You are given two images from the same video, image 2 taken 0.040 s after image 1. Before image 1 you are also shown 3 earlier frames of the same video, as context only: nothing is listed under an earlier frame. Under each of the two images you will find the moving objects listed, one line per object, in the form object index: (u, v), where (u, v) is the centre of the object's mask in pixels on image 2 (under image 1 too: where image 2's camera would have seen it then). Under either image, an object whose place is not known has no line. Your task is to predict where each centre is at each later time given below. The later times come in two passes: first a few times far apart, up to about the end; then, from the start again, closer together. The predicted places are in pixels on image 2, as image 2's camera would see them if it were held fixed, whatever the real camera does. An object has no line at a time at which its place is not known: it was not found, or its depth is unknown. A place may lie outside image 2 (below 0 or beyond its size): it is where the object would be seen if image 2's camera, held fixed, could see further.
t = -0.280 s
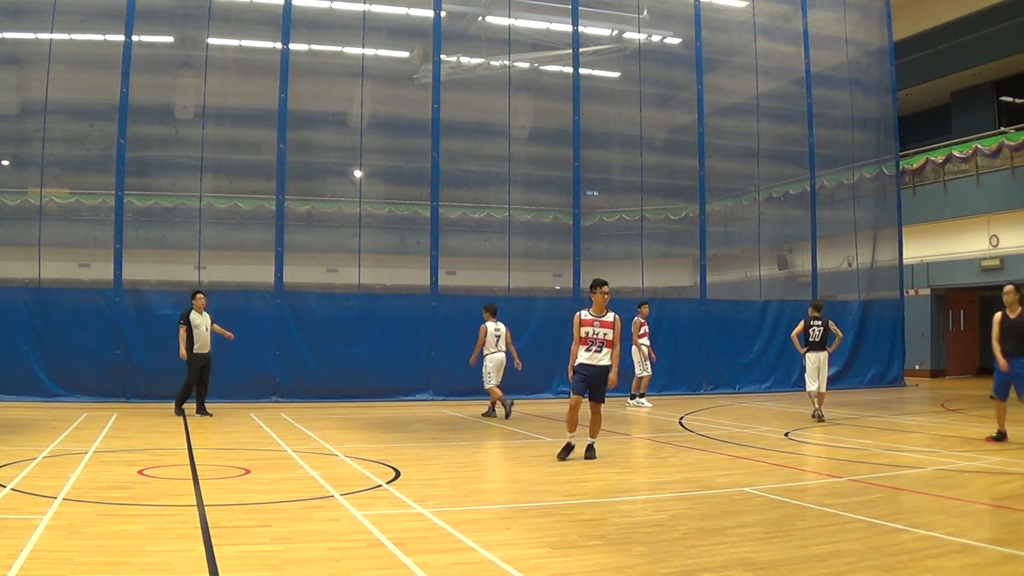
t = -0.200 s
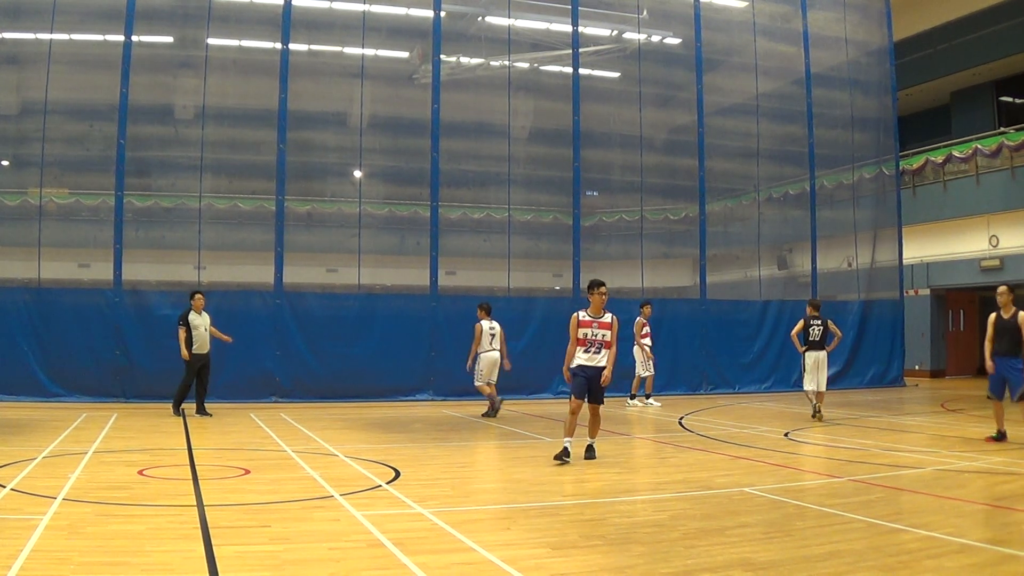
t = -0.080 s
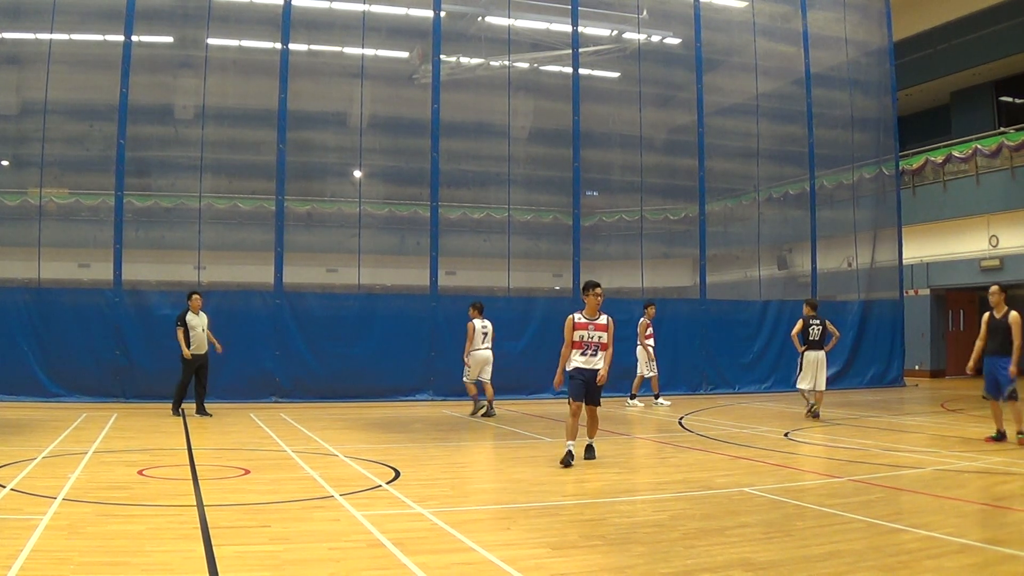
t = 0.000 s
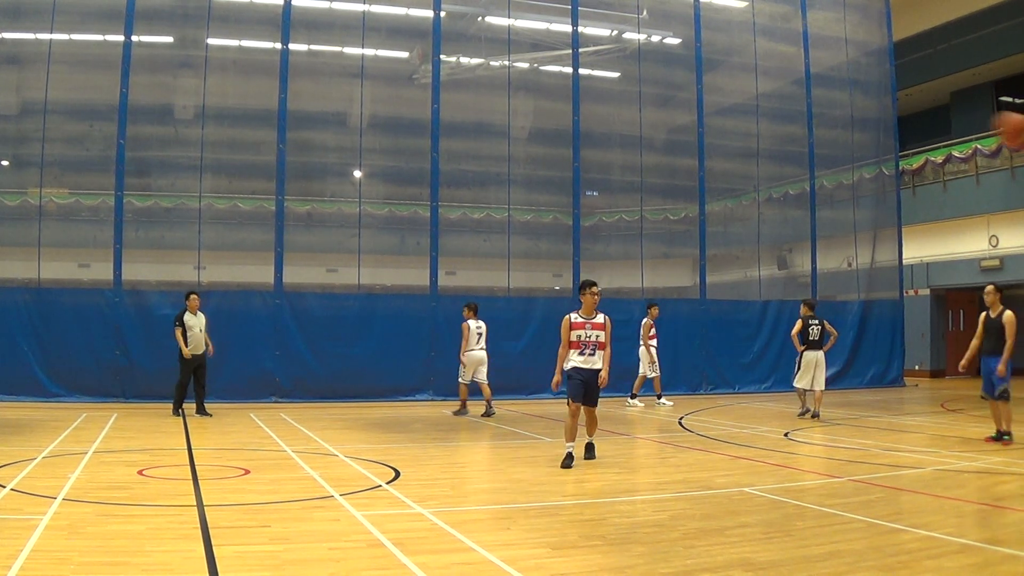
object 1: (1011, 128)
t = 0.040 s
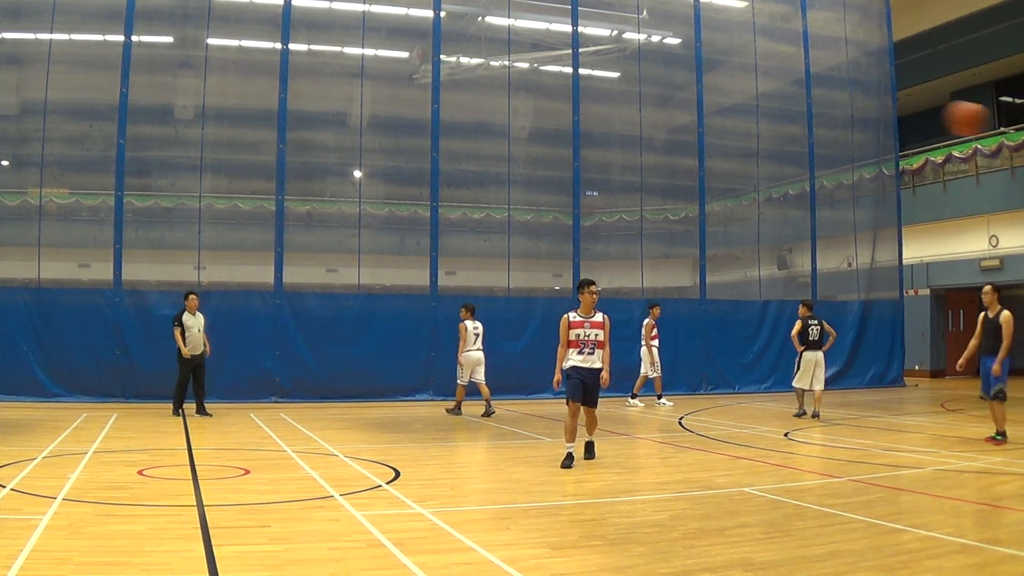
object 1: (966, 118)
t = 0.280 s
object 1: (724, 101)
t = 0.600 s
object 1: (496, 172)
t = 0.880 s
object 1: (359, 283)
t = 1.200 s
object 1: (251, 404)
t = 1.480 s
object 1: (214, 320)
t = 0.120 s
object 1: (878, 103)
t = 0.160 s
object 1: (835, 99)
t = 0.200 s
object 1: (798, 98)
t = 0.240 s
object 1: (759, 98)
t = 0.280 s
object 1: (724, 101)
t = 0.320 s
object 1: (690, 105)
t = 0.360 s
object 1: (658, 111)
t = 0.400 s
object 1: (627, 118)
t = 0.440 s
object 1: (598, 126)
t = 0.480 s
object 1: (571, 136)
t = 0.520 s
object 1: (545, 147)
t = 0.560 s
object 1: (521, 159)
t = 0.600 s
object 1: (496, 172)
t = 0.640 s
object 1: (475, 185)
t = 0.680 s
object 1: (452, 199)
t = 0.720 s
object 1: (432, 216)
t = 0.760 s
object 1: (412, 231)
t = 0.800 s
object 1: (393, 247)
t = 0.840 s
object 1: (376, 264)
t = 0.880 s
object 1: (359, 283)
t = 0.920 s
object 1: (342, 301)
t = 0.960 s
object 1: (327, 318)
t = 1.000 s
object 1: (312, 337)
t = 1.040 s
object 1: (297, 356)
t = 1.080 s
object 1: (284, 375)
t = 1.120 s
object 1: (272, 393)
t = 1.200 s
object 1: (251, 404)
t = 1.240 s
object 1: (246, 389)
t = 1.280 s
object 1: (240, 374)
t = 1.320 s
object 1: (235, 361)
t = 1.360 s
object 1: (230, 348)
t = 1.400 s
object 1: (224, 338)
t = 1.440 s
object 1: (219, 328)
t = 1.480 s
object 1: (214, 320)
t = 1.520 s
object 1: (209, 313)
